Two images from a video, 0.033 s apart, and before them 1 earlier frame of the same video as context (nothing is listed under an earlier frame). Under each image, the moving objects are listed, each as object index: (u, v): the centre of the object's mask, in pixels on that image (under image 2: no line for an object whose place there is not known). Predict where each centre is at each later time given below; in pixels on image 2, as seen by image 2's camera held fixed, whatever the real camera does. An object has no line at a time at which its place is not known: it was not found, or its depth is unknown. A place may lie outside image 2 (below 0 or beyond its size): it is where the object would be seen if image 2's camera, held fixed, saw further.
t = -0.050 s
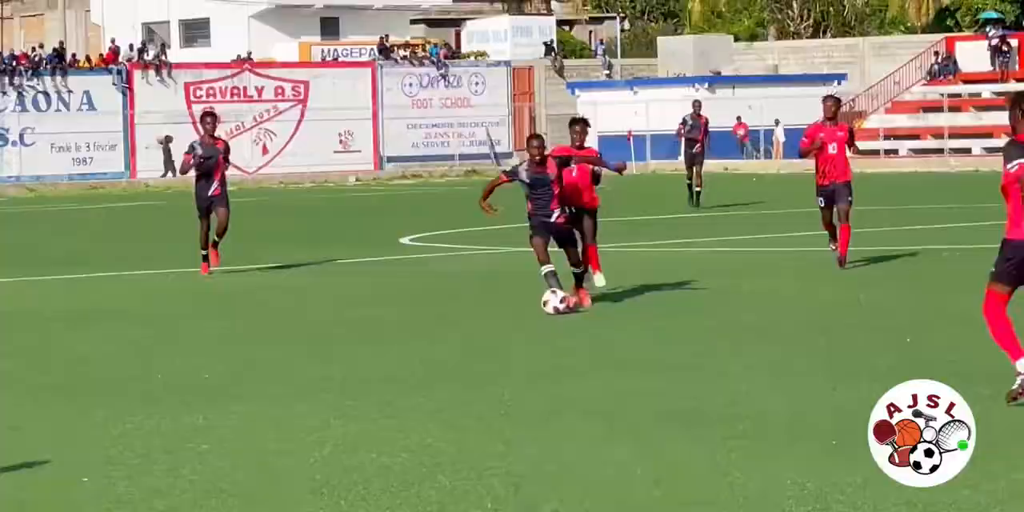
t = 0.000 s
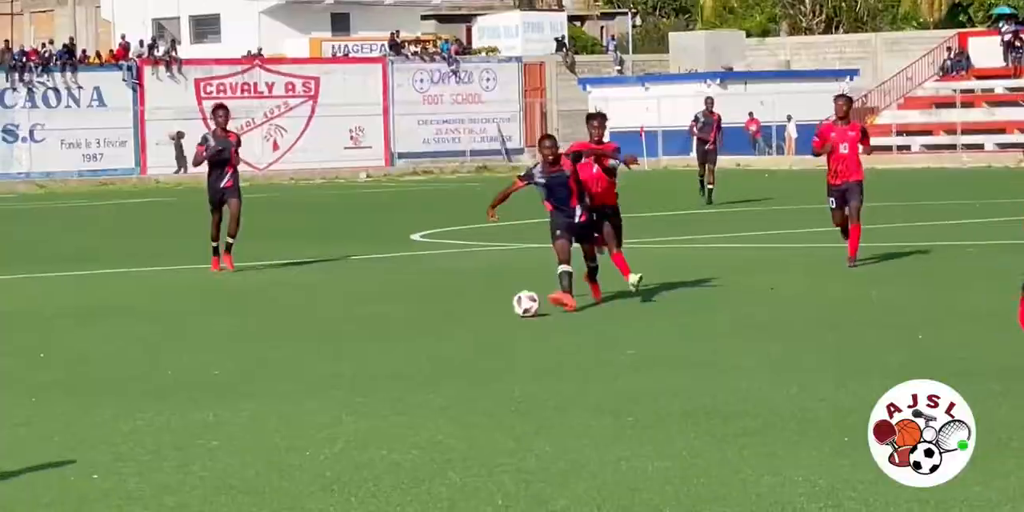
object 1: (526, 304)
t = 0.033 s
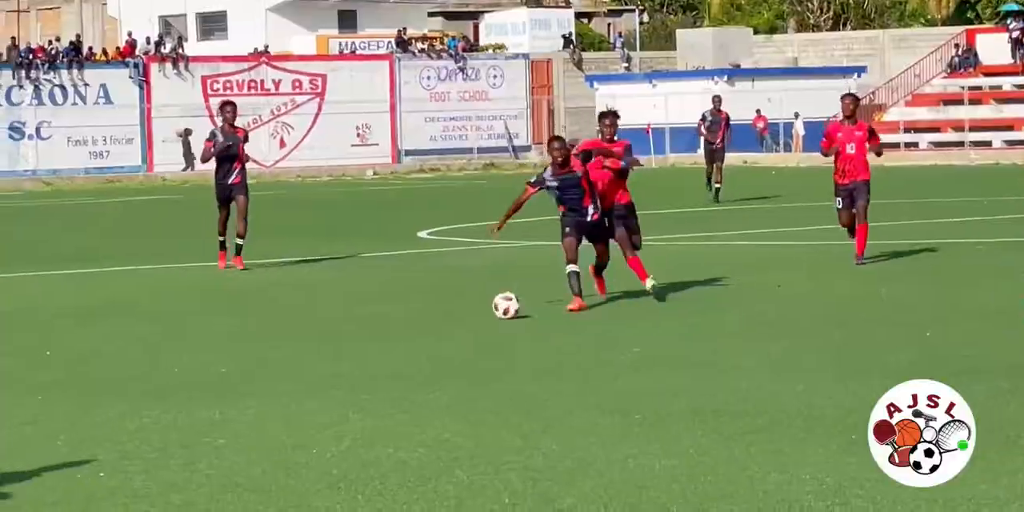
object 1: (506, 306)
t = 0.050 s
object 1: (493, 308)
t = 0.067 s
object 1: (479, 308)
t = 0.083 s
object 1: (466, 311)
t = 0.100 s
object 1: (452, 313)
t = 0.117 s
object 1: (438, 315)
